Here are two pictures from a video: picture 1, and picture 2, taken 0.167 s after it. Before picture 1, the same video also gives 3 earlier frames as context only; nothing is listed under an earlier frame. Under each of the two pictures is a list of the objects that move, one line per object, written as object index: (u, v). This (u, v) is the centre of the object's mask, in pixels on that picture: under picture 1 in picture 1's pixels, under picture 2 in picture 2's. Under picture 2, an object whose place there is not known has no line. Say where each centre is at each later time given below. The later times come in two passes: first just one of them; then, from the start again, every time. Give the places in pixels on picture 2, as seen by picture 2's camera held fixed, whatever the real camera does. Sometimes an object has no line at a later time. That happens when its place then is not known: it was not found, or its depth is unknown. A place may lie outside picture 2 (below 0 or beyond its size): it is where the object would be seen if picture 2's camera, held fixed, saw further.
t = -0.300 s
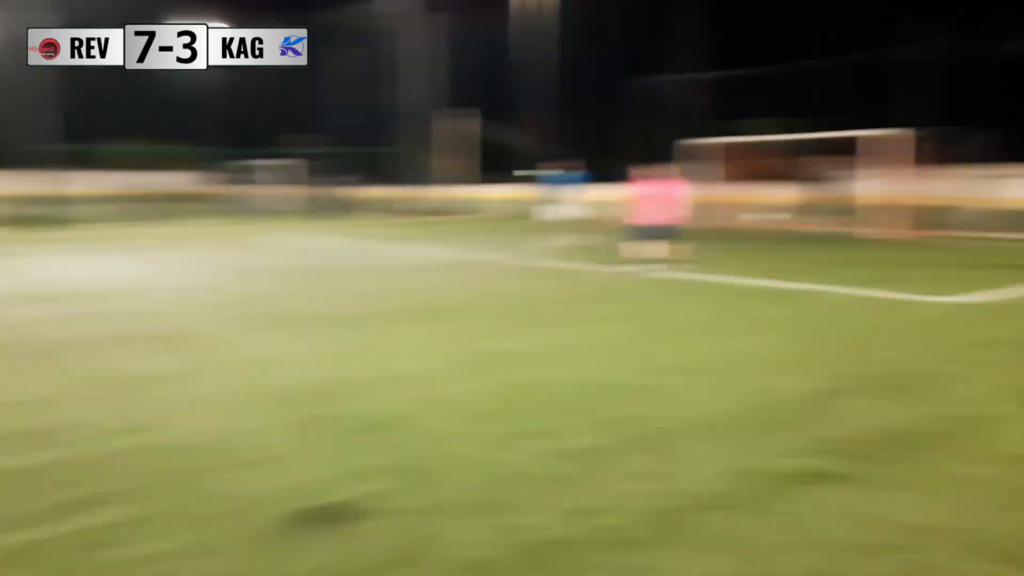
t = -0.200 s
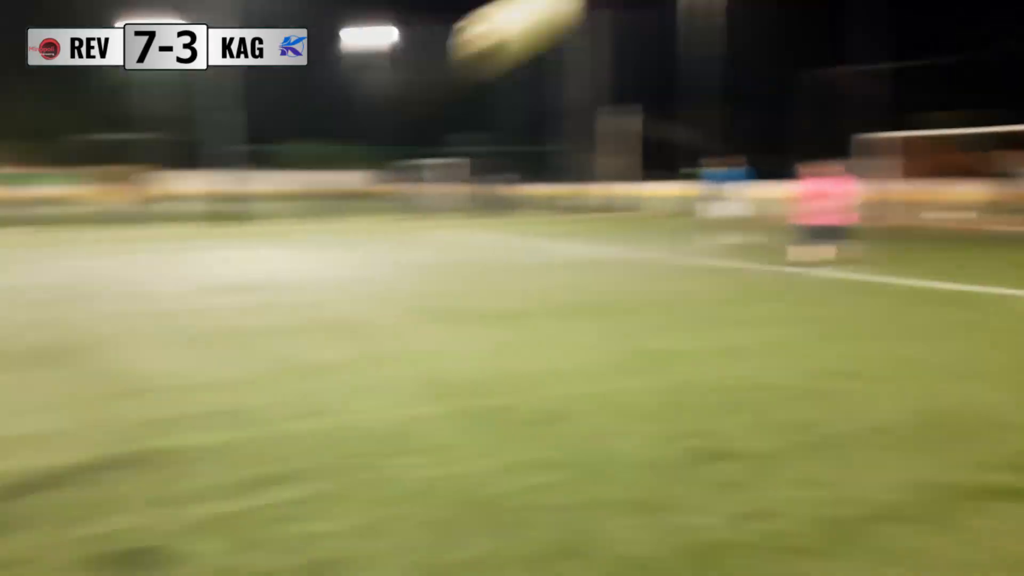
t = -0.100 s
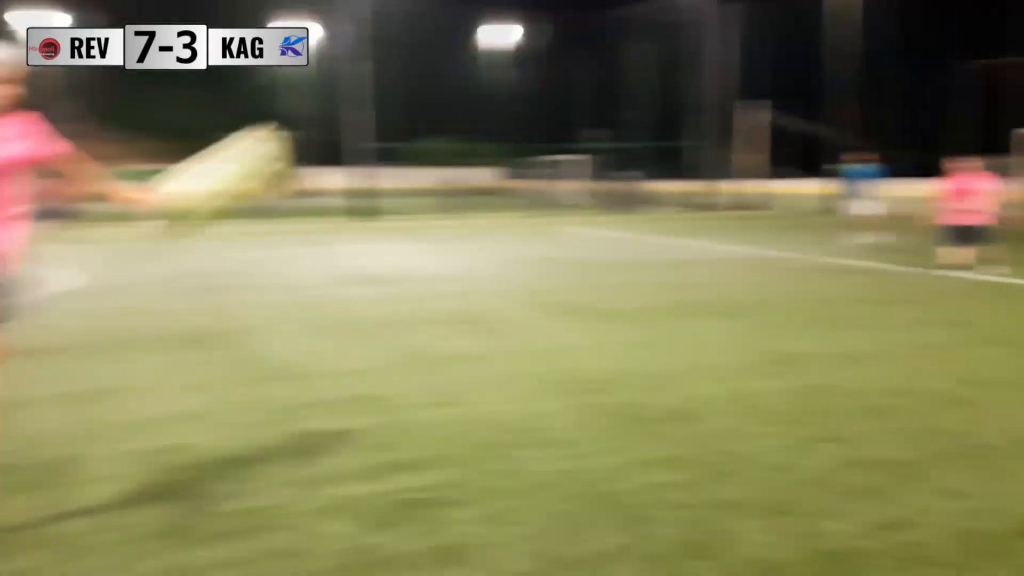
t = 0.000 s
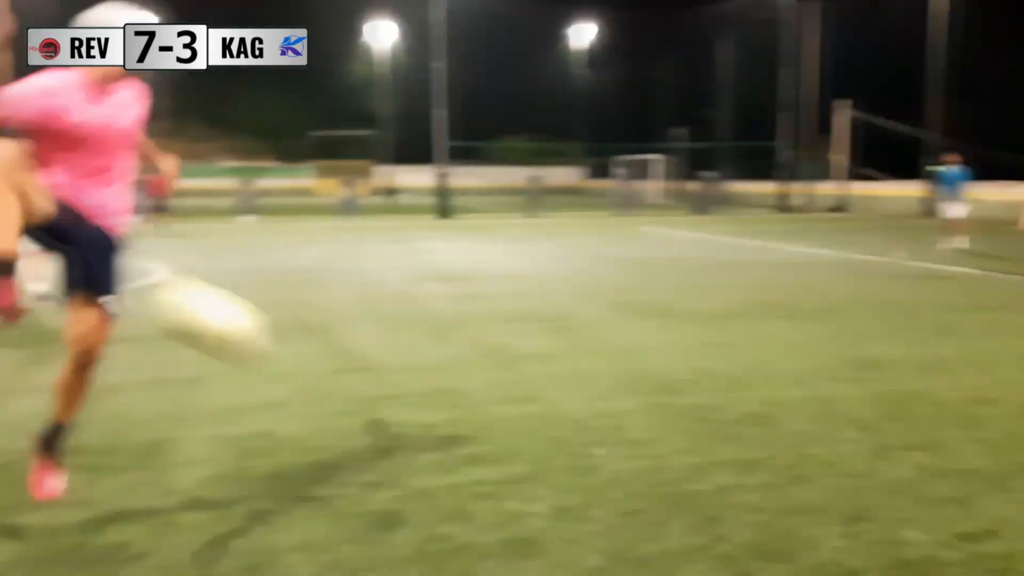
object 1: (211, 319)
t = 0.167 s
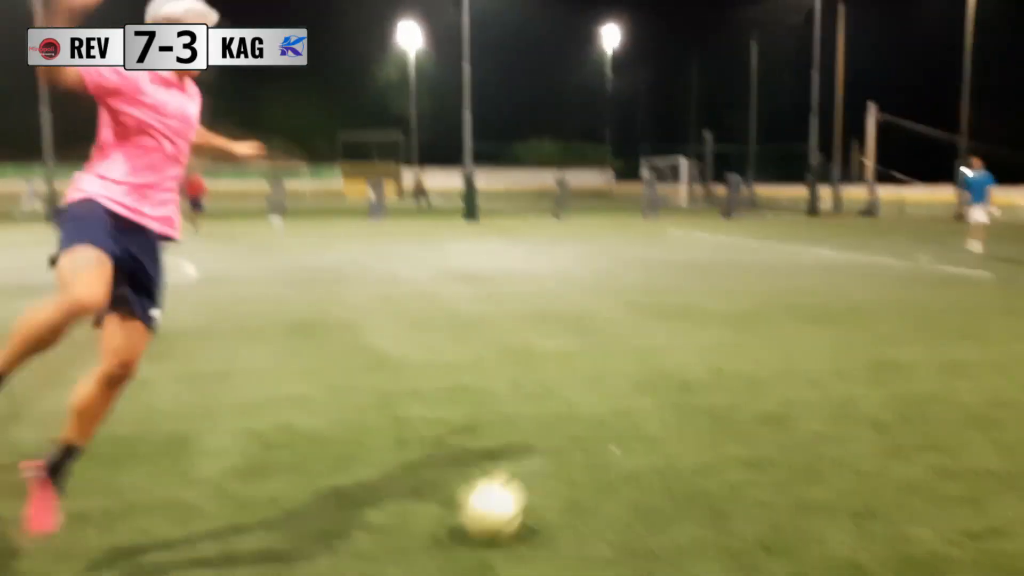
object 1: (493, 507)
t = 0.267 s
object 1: (593, 422)
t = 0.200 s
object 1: (527, 481)
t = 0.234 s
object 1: (561, 447)
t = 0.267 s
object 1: (593, 422)
